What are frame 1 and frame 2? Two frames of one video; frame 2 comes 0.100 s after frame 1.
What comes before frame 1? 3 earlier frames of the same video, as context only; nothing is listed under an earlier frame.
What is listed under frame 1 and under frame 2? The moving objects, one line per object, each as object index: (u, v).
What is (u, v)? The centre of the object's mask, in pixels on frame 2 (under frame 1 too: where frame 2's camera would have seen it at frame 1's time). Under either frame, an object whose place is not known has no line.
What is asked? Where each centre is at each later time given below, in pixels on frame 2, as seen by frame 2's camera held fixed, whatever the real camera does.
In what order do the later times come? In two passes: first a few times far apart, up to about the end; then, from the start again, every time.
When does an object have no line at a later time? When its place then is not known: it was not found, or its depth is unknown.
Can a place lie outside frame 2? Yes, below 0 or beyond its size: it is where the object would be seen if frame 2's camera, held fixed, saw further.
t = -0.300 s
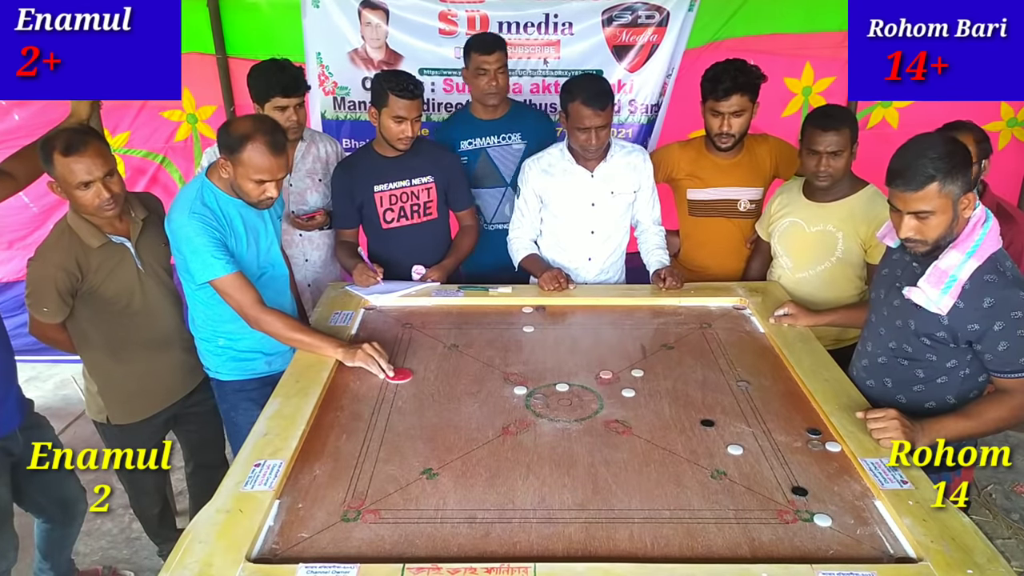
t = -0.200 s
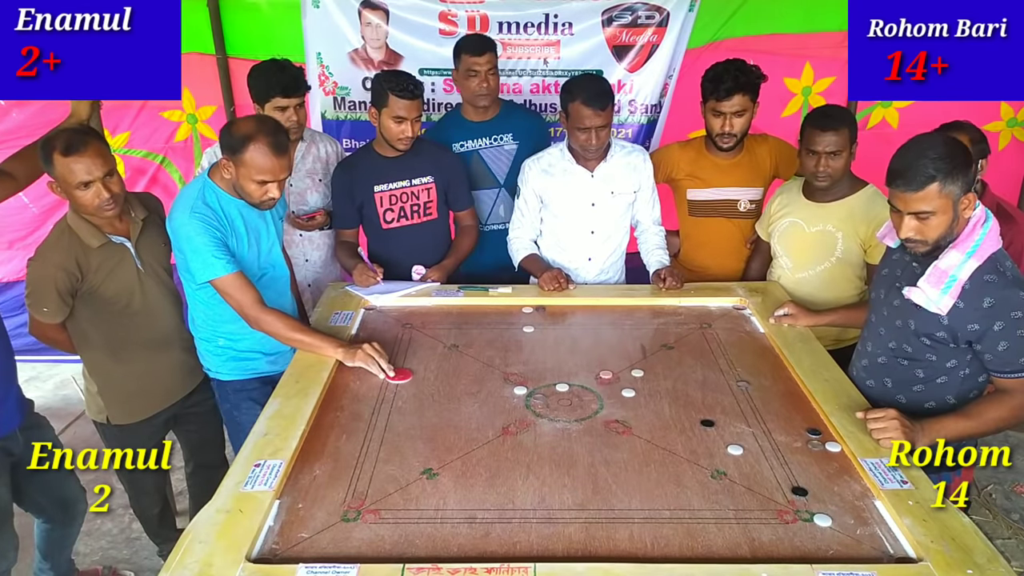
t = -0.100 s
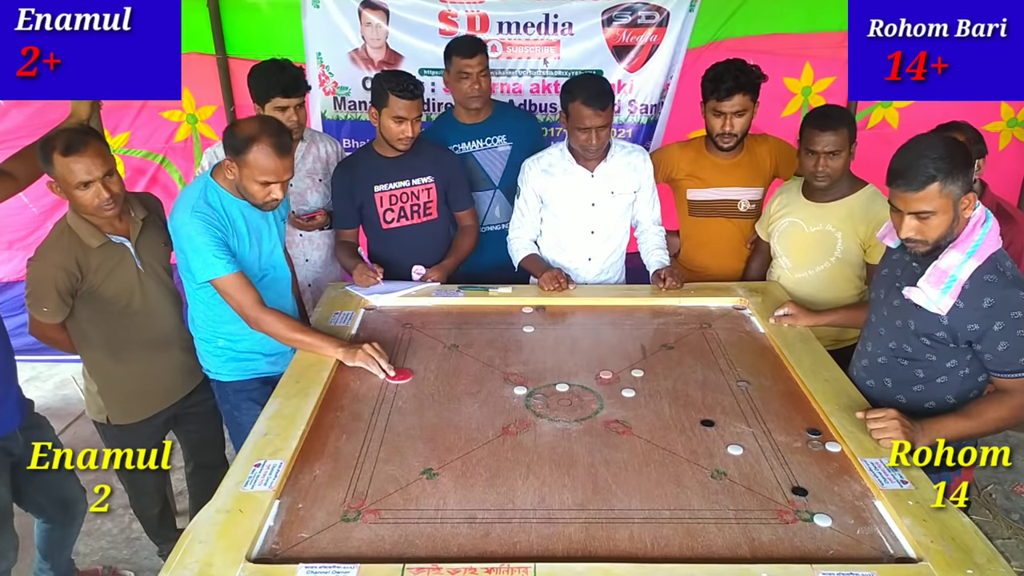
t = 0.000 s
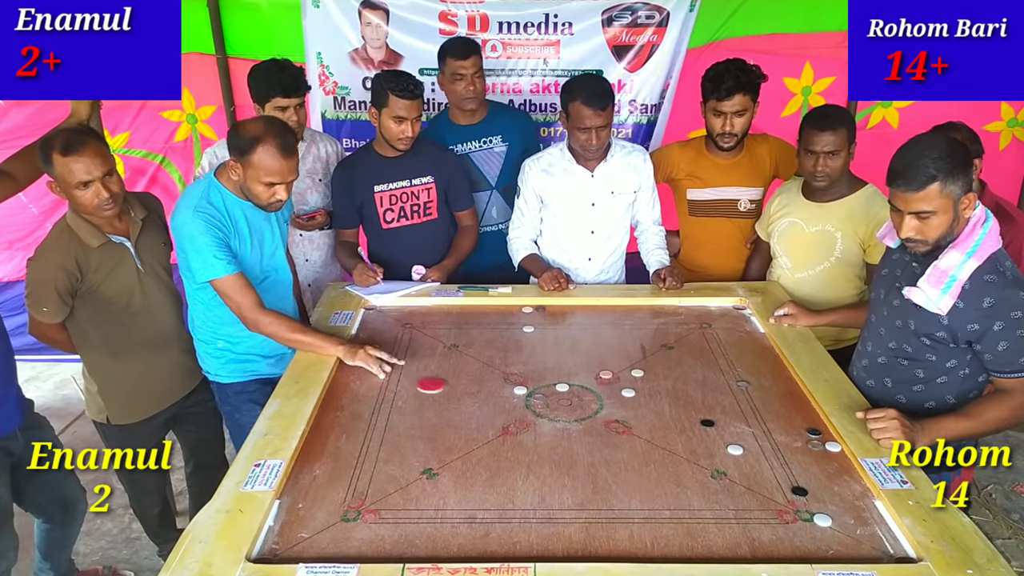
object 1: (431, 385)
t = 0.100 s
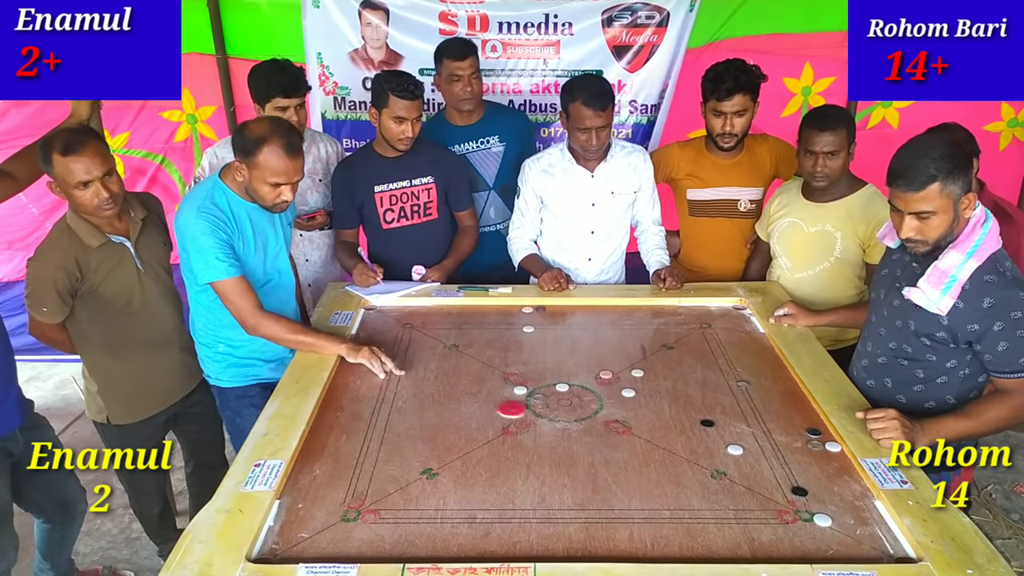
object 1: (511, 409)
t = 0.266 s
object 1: (657, 450)
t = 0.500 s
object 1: (851, 502)
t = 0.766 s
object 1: (873, 525)
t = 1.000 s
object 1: (873, 526)
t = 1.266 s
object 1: (873, 526)
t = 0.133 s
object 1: (540, 417)
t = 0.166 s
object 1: (569, 425)
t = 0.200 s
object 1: (598, 433)
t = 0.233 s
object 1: (627, 442)
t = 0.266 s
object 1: (657, 450)
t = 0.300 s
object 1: (687, 459)
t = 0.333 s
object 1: (718, 467)
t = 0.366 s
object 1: (750, 476)
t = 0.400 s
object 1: (780, 484)
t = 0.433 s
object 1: (804, 490)
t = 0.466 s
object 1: (827, 496)
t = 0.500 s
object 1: (851, 502)
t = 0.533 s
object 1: (865, 506)
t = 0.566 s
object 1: (867, 511)
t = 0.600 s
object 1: (869, 515)
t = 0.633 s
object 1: (870, 517)
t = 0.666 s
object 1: (871, 520)
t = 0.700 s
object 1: (872, 522)
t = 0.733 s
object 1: (873, 524)
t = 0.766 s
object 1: (873, 525)
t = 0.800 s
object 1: (873, 526)
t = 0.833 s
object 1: (873, 526)
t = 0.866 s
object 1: (873, 526)
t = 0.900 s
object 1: (873, 526)
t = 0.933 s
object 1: (873, 526)
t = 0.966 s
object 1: (873, 526)
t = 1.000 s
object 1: (873, 526)
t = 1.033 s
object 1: (873, 526)
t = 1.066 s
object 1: (873, 526)
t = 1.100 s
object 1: (873, 526)
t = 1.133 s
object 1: (873, 526)
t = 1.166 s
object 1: (873, 526)
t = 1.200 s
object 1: (873, 526)
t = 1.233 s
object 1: (873, 526)
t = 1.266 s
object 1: (873, 526)
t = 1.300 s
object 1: (873, 526)
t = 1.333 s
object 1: (873, 526)
